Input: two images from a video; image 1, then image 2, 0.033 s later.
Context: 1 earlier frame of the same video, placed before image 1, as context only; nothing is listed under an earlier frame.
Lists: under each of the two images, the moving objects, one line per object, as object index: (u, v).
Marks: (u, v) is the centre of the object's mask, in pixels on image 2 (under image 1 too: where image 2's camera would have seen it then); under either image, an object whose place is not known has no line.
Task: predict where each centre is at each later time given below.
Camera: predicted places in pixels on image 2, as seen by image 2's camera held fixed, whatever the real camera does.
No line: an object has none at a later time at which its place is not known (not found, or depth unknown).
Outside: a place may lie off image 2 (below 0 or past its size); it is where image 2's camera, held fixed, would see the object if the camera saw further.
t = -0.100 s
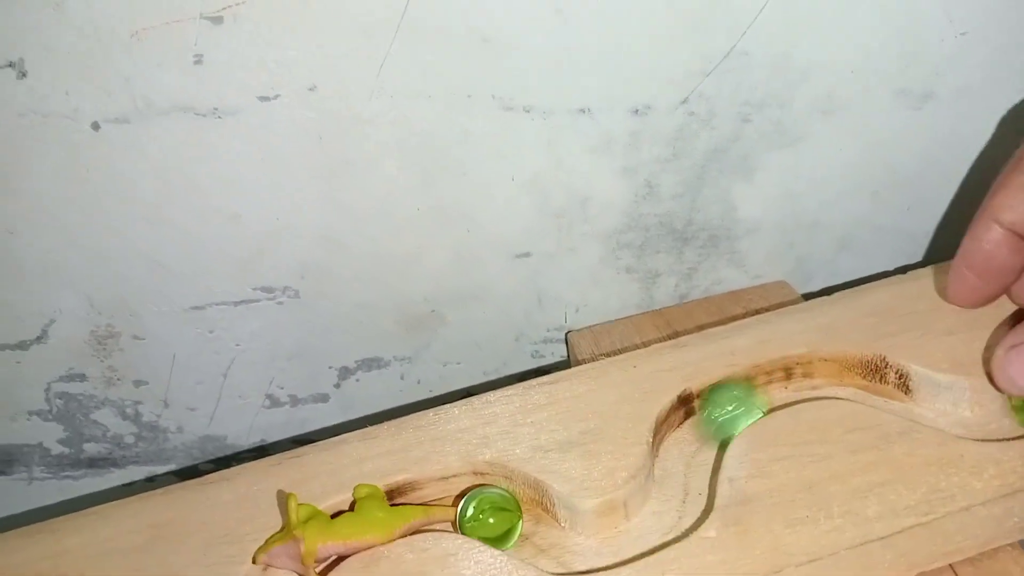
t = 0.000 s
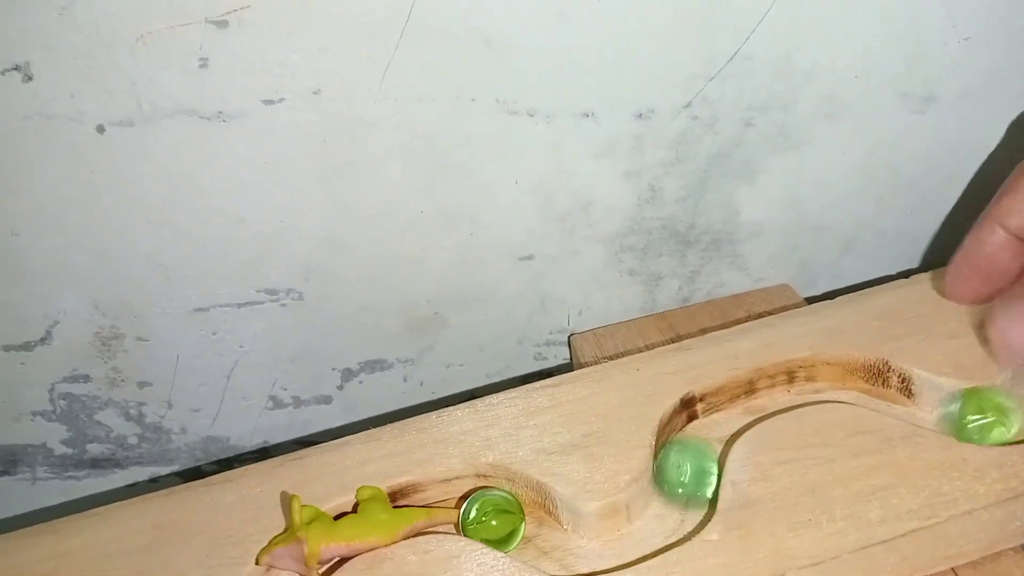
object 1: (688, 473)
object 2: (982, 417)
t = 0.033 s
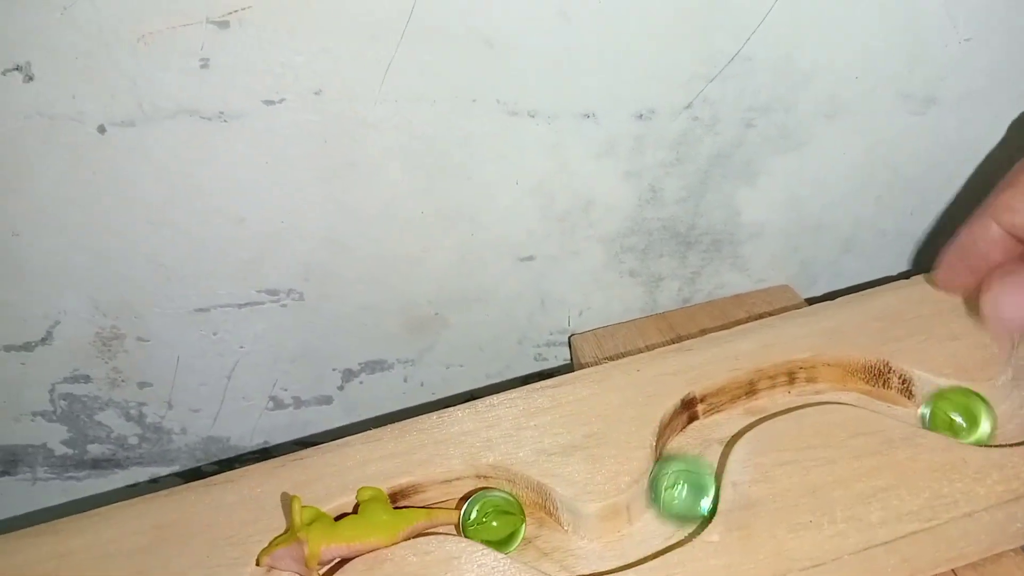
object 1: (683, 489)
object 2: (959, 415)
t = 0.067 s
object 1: (676, 503)
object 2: (946, 411)
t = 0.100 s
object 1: (660, 516)
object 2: (926, 407)
